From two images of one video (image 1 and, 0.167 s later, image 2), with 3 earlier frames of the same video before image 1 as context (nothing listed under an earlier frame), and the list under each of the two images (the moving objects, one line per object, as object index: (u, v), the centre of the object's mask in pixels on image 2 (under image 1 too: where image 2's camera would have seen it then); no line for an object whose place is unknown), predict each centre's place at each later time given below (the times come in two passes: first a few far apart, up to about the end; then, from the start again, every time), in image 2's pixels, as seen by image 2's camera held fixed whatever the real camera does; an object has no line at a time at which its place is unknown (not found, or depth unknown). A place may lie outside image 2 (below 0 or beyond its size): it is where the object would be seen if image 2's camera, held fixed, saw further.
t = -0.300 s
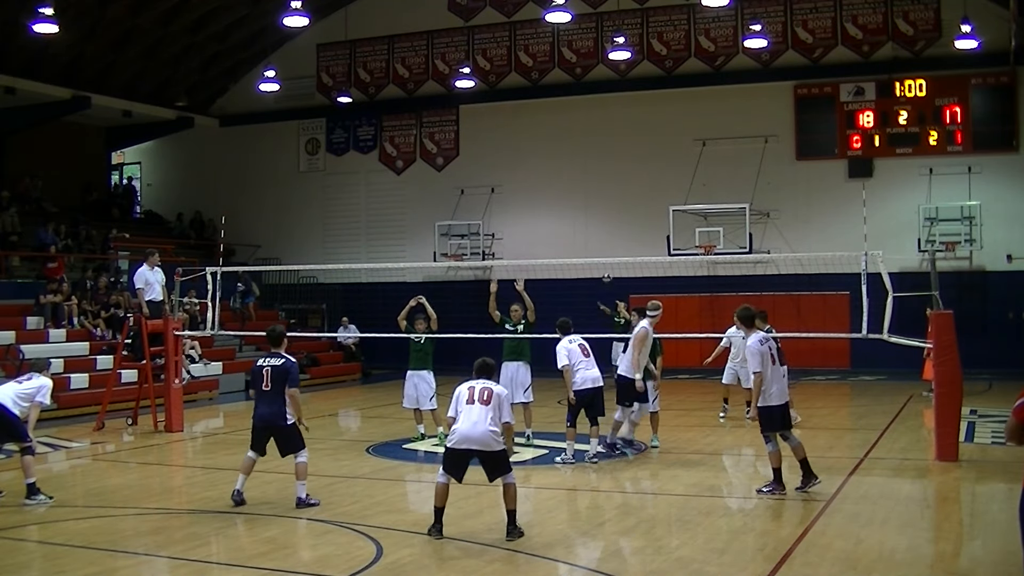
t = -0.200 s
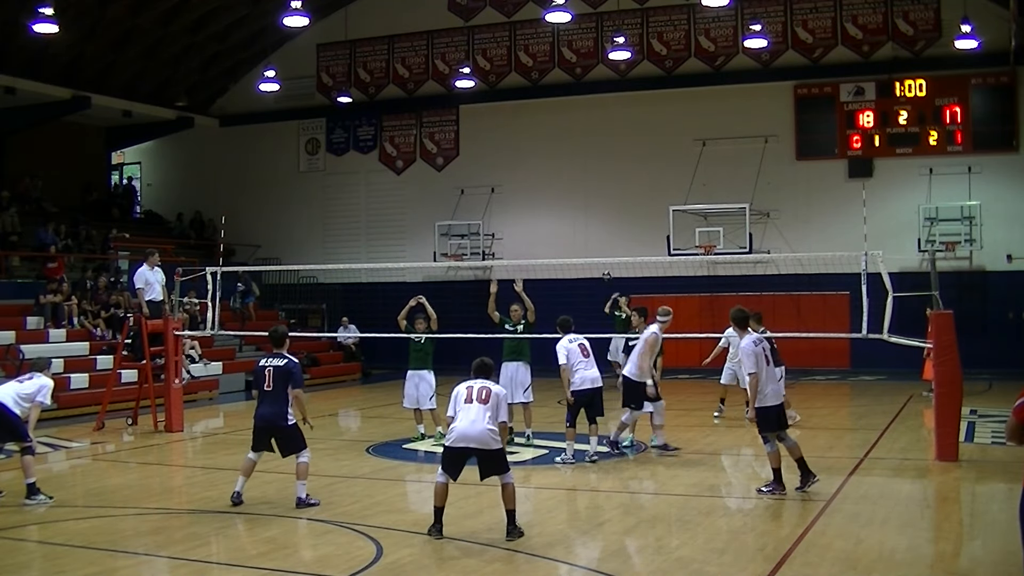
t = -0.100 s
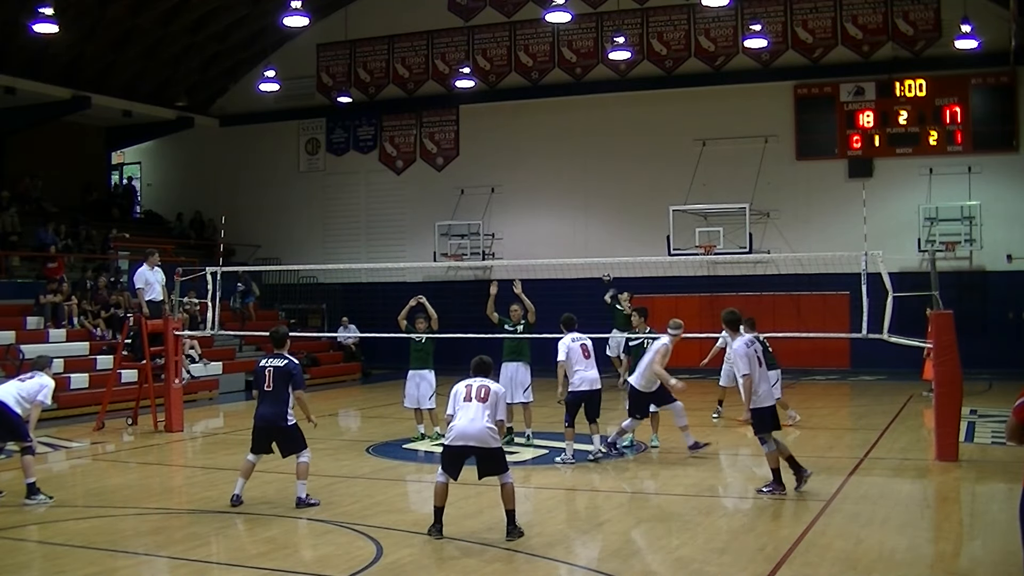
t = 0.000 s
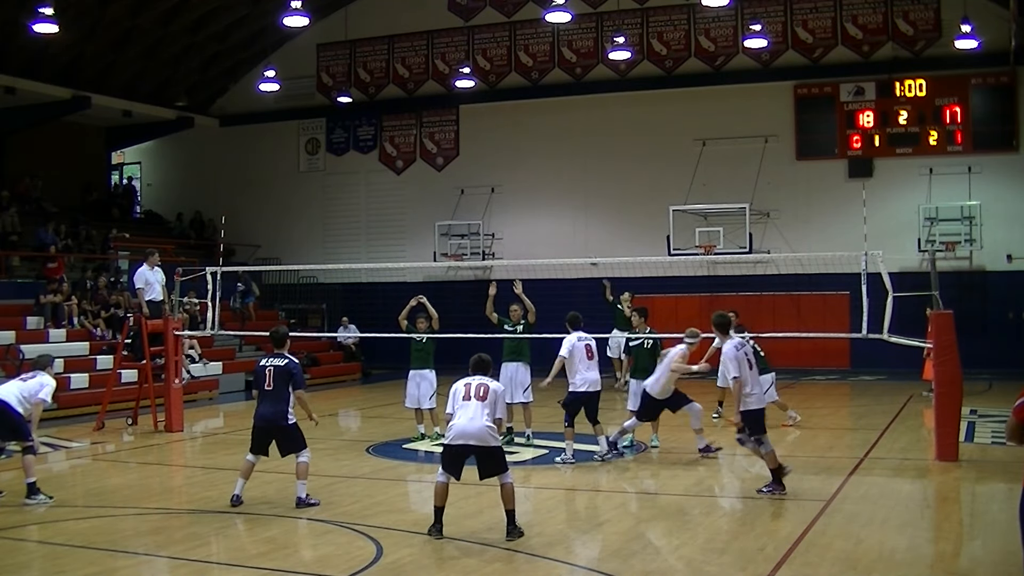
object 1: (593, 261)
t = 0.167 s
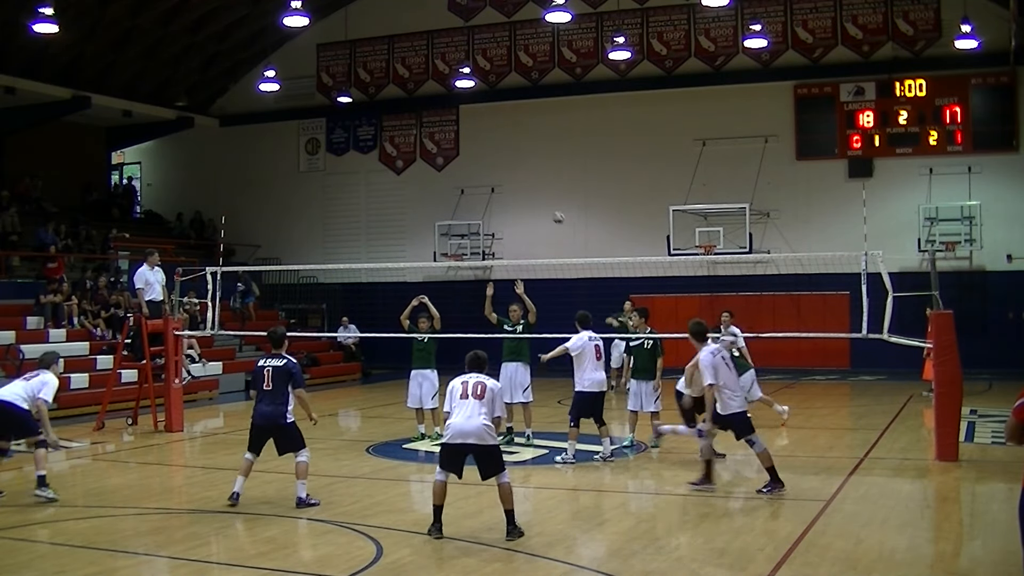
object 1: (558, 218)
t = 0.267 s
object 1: (534, 197)
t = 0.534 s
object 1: (458, 161)
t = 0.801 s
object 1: (375, 170)
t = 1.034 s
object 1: (288, 226)
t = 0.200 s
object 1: (550, 211)
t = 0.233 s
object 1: (543, 204)
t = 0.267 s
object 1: (534, 197)
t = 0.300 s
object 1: (525, 190)
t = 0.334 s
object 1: (516, 185)
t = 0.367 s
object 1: (506, 179)
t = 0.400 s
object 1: (497, 174)
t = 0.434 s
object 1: (487, 170)
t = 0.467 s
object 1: (478, 166)
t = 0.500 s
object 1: (468, 164)
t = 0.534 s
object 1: (458, 161)
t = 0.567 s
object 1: (448, 161)
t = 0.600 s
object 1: (438, 161)
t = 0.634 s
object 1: (428, 158)
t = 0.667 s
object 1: (417, 159)
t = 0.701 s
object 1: (407, 161)
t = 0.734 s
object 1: (396, 164)
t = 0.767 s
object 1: (386, 164)
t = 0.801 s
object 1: (375, 170)
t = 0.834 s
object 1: (363, 175)
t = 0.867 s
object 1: (351, 180)
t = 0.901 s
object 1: (338, 188)
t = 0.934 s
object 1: (326, 195)
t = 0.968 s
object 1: (314, 205)
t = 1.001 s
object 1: (301, 215)
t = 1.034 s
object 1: (288, 226)
